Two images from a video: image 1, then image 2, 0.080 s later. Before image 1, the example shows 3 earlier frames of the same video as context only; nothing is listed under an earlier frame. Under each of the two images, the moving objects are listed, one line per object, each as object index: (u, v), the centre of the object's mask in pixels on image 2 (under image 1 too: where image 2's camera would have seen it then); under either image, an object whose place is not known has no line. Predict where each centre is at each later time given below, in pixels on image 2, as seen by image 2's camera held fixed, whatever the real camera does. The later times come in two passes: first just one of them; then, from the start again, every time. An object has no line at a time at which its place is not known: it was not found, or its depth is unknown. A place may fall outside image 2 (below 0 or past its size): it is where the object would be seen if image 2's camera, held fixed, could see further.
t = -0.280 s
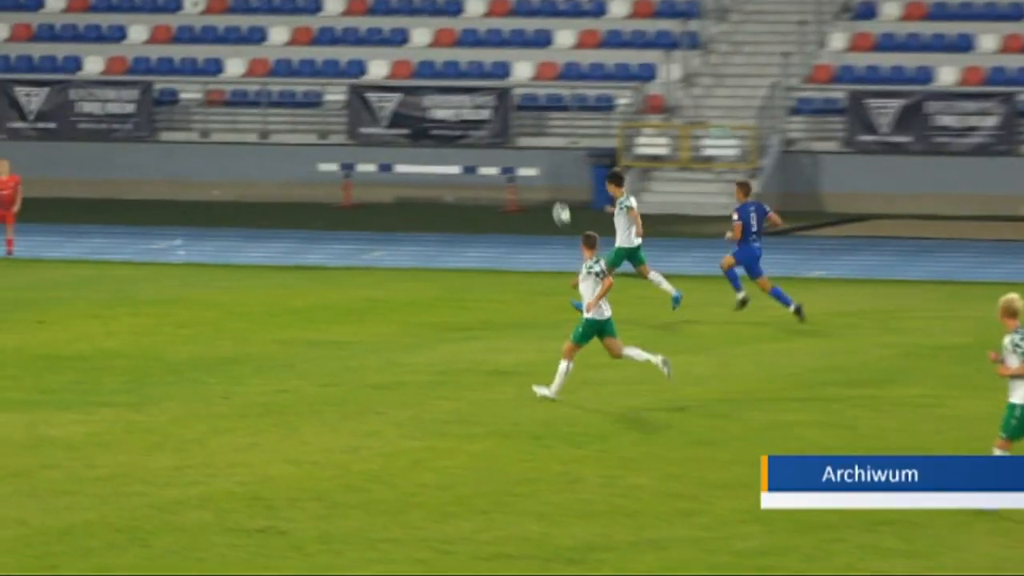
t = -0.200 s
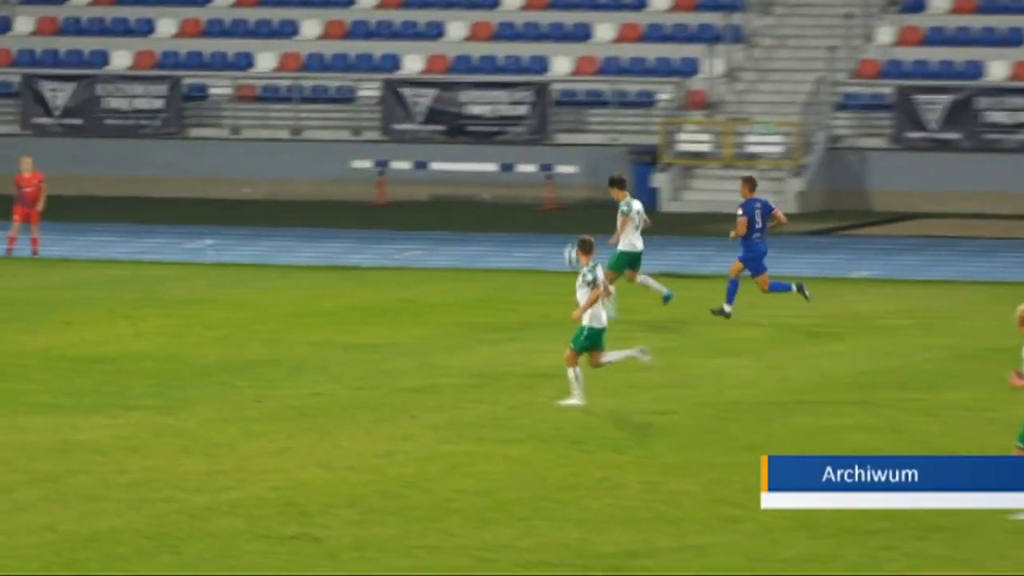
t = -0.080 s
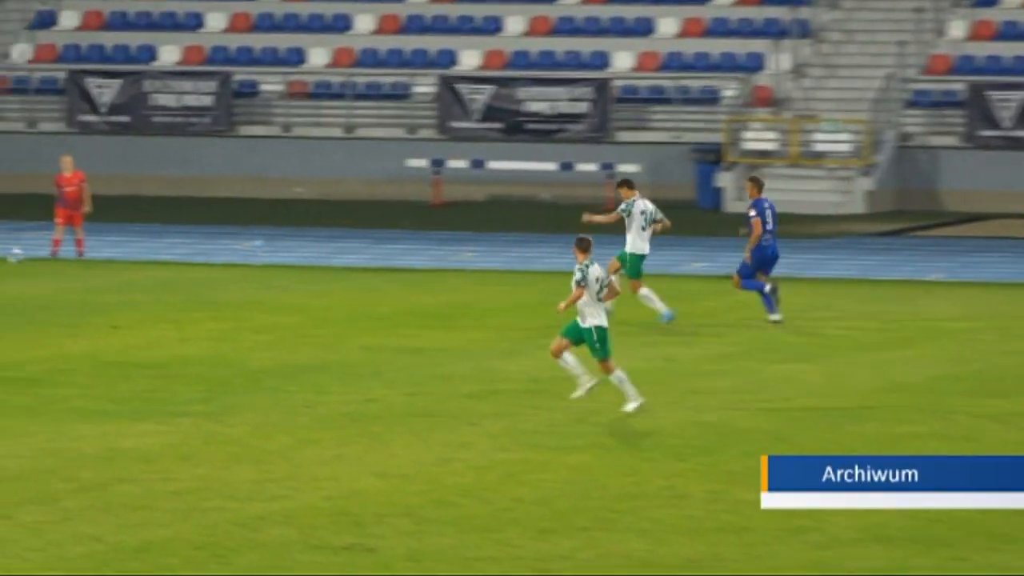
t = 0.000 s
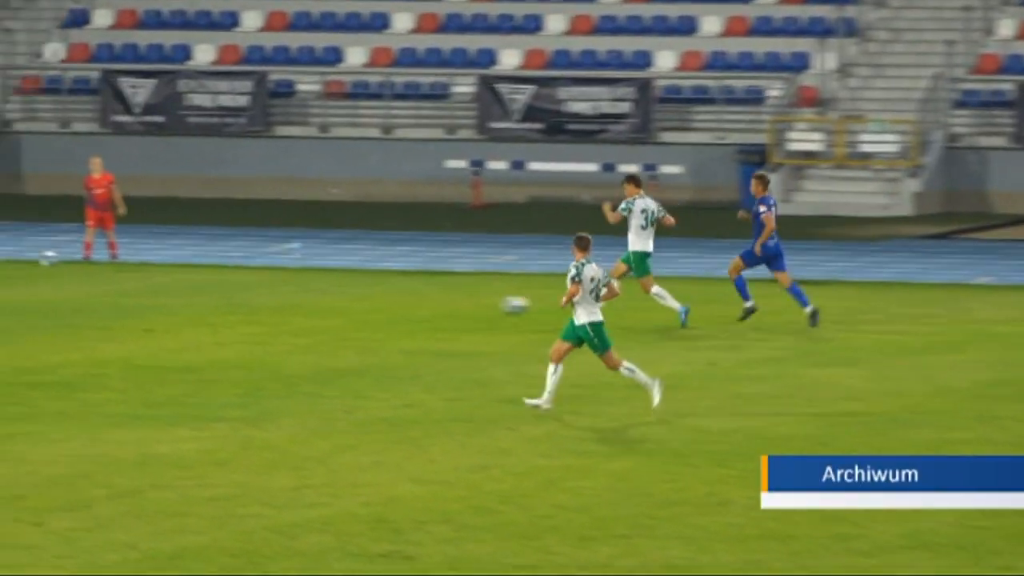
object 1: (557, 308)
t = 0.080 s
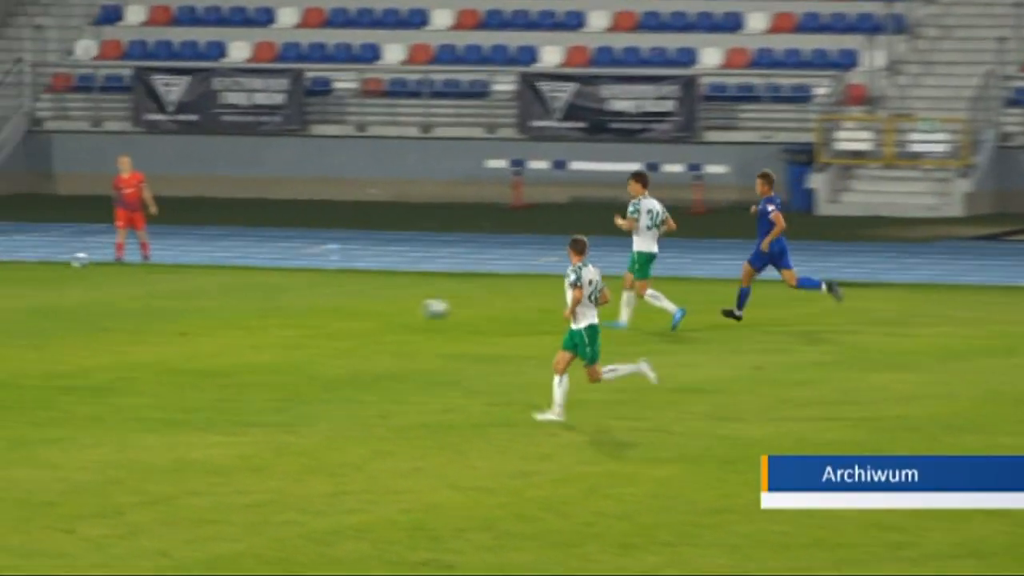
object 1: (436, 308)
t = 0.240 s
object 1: (197, 320)
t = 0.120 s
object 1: (376, 311)
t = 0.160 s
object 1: (315, 314)
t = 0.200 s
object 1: (255, 319)
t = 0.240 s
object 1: (197, 320)
